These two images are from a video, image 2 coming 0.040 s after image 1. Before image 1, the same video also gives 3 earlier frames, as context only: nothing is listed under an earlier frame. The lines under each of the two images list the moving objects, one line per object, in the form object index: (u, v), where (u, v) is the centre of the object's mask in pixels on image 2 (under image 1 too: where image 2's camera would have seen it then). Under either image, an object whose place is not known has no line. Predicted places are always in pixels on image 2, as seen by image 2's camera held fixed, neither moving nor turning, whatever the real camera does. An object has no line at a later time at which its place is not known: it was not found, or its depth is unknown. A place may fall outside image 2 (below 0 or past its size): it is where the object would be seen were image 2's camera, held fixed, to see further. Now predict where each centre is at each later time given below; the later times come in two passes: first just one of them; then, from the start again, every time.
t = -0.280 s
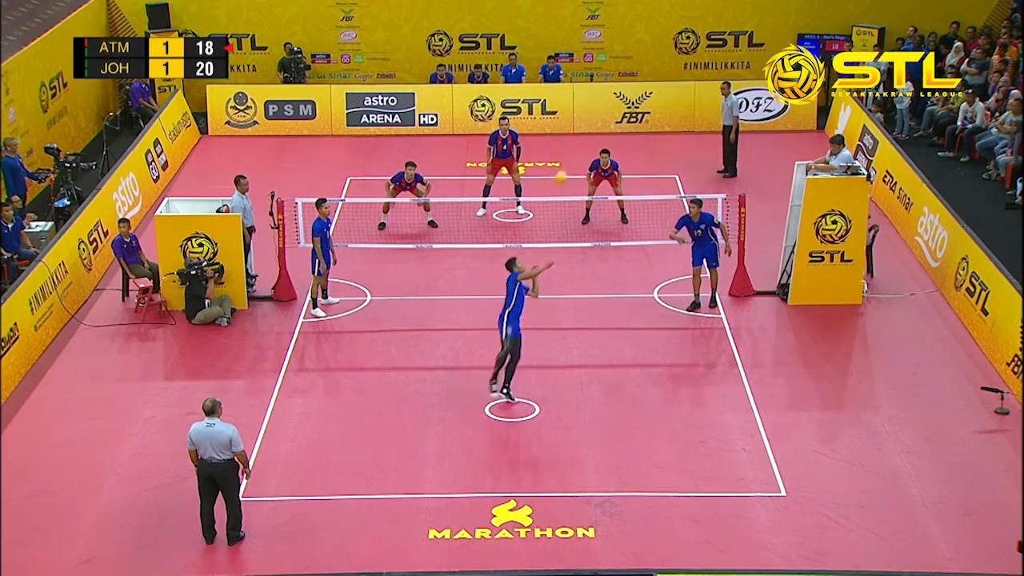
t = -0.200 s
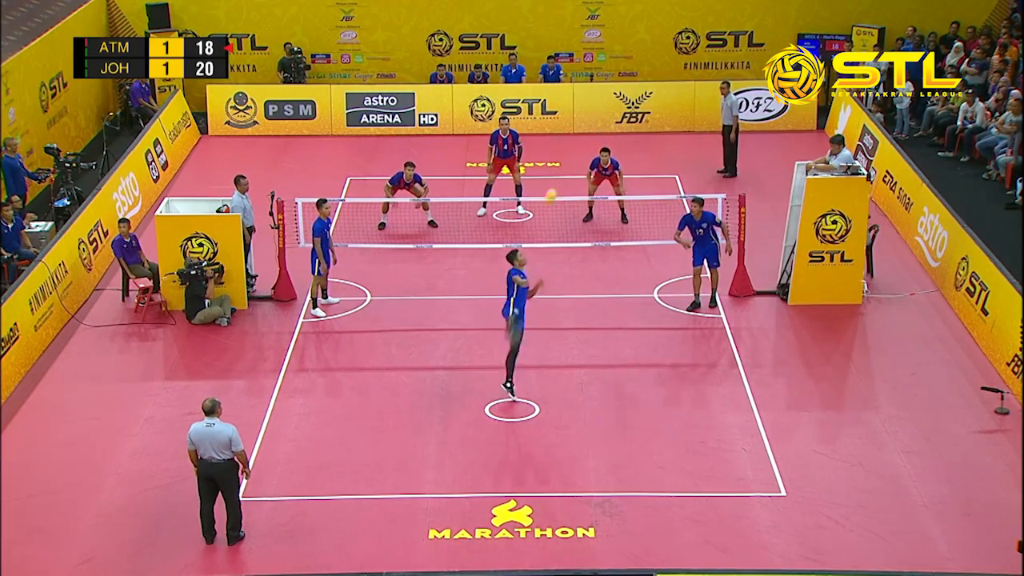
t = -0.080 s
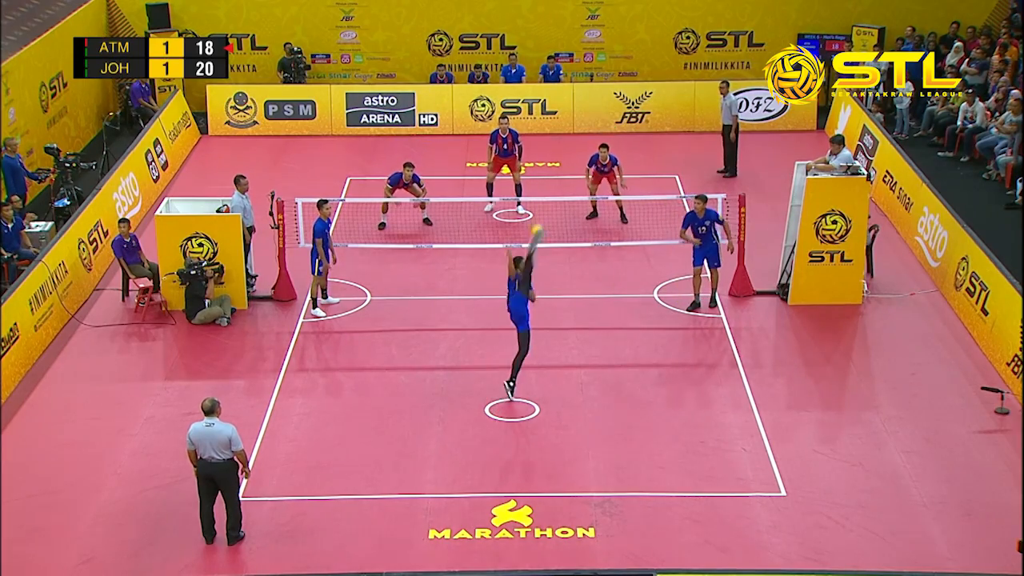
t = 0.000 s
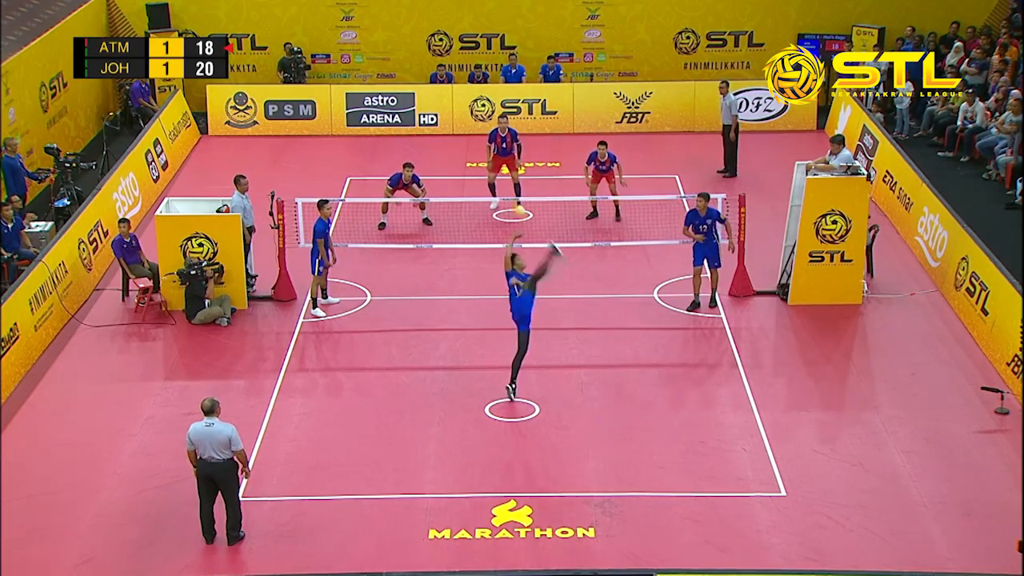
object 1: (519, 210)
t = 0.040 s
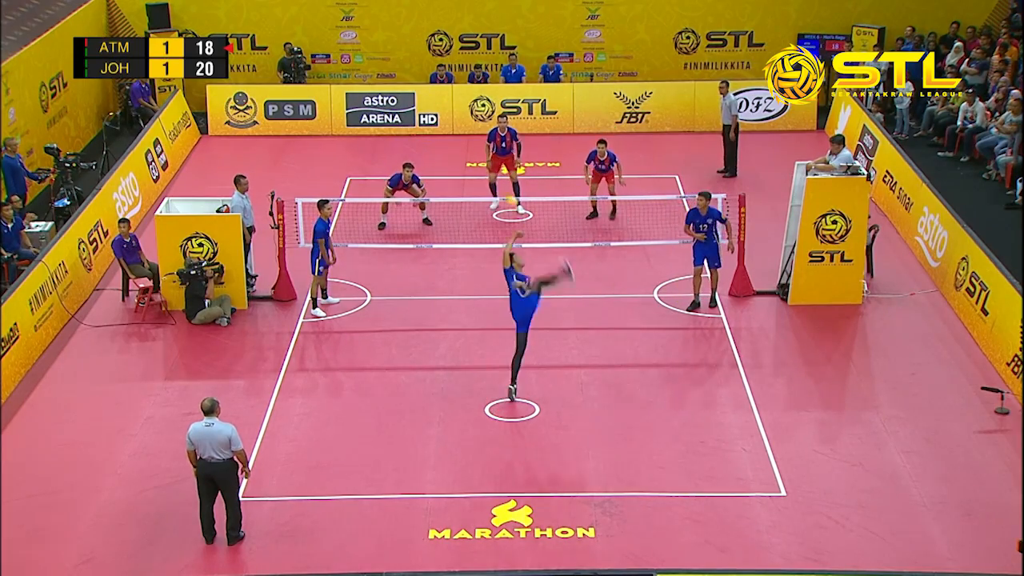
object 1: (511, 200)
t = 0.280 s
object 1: (467, 175)
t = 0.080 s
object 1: (503, 192)
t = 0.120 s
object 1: (495, 186)
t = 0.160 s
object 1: (488, 182)
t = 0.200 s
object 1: (481, 178)
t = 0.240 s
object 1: (474, 176)
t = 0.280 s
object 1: (467, 175)
